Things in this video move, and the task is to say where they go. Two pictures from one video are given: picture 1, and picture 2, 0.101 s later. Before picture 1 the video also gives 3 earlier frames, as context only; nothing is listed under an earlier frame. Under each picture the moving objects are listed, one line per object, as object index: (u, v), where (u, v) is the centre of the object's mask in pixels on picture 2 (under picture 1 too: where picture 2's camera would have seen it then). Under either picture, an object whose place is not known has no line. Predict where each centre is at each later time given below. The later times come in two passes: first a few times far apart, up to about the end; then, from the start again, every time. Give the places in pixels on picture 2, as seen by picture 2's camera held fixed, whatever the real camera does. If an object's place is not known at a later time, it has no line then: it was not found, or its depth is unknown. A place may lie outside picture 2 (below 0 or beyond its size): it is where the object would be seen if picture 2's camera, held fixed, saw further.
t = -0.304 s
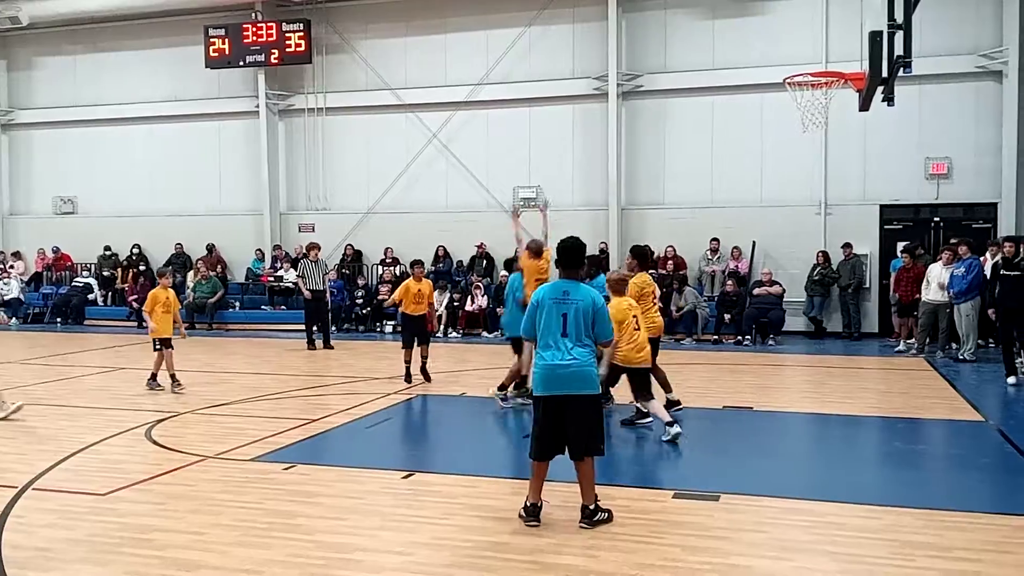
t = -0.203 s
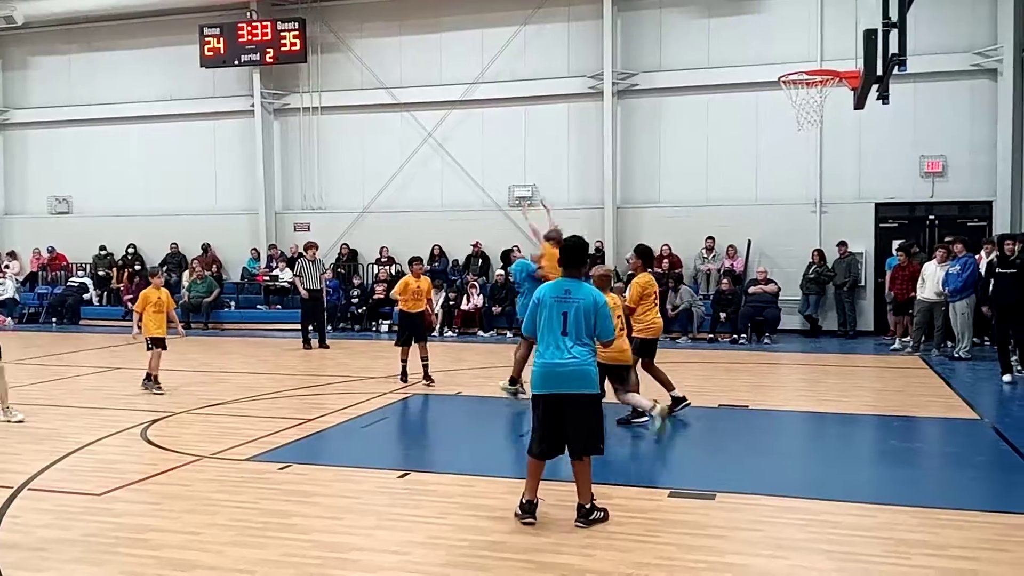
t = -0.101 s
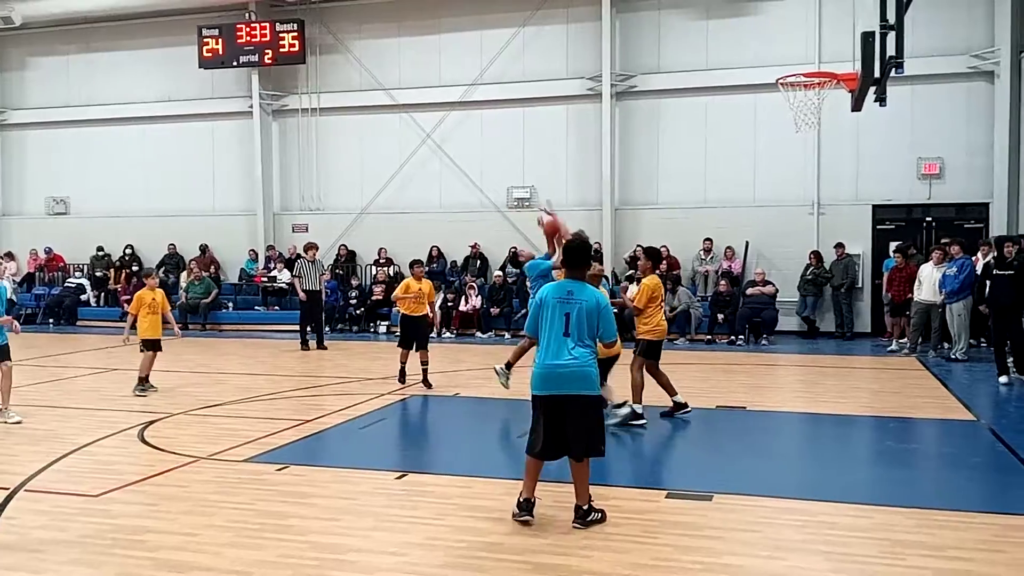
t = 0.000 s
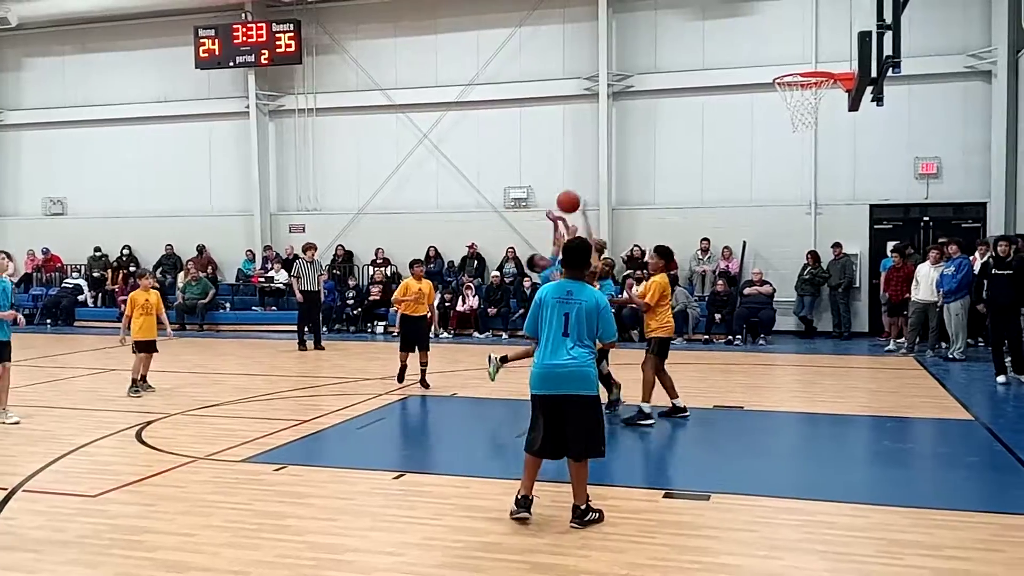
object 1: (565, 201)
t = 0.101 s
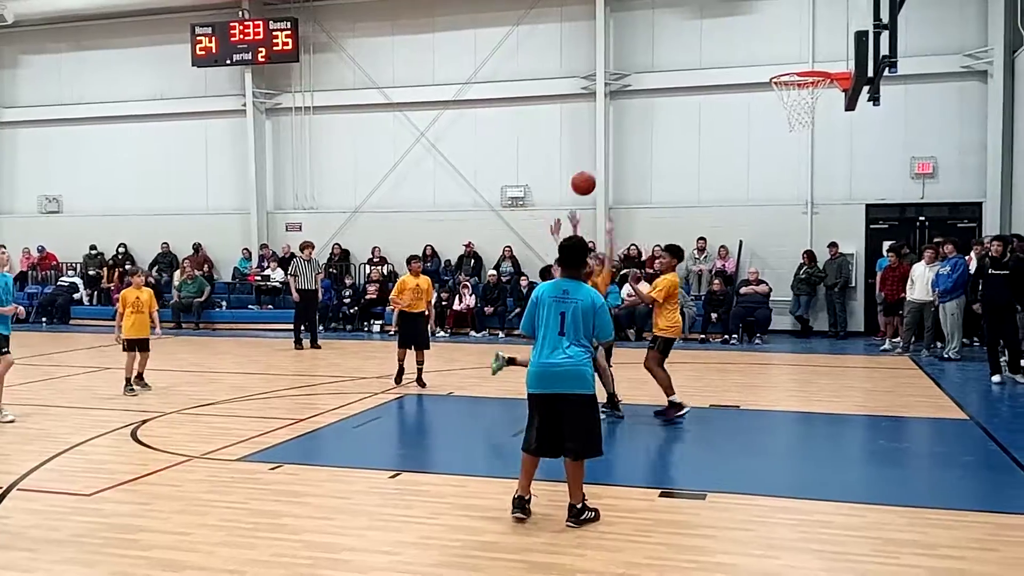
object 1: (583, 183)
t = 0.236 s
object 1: (609, 174)
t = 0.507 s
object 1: (664, 216)
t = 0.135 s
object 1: (589, 179)
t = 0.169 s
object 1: (596, 177)
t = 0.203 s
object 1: (602, 175)
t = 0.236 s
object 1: (609, 174)
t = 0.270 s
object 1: (615, 175)
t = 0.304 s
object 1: (622, 177)
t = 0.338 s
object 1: (628, 181)
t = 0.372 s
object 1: (635, 185)
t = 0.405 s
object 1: (642, 191)
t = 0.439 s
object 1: (649, 197)
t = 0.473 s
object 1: (656, 206)
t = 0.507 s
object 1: (664, 216)
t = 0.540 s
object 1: (671, 227)
